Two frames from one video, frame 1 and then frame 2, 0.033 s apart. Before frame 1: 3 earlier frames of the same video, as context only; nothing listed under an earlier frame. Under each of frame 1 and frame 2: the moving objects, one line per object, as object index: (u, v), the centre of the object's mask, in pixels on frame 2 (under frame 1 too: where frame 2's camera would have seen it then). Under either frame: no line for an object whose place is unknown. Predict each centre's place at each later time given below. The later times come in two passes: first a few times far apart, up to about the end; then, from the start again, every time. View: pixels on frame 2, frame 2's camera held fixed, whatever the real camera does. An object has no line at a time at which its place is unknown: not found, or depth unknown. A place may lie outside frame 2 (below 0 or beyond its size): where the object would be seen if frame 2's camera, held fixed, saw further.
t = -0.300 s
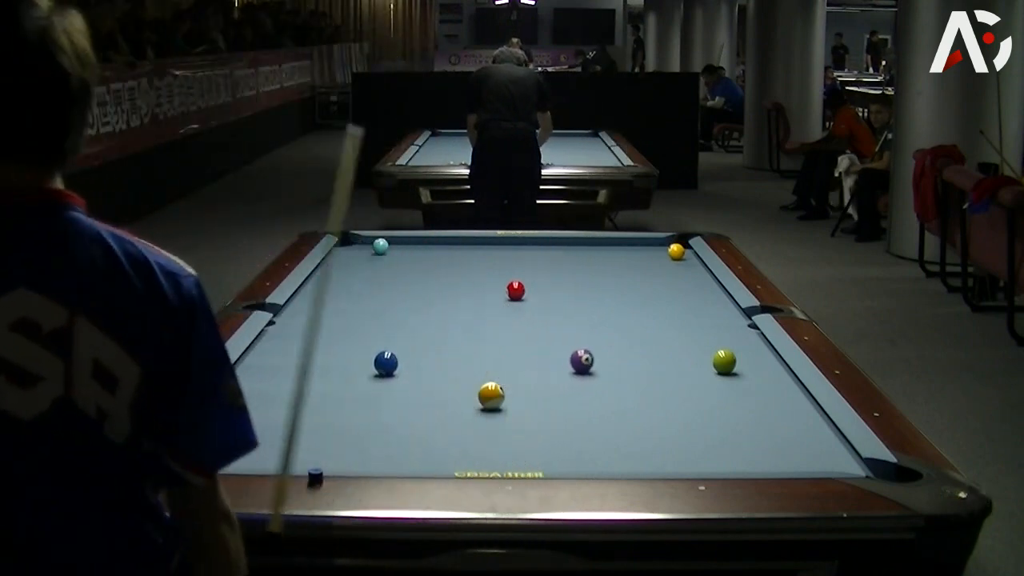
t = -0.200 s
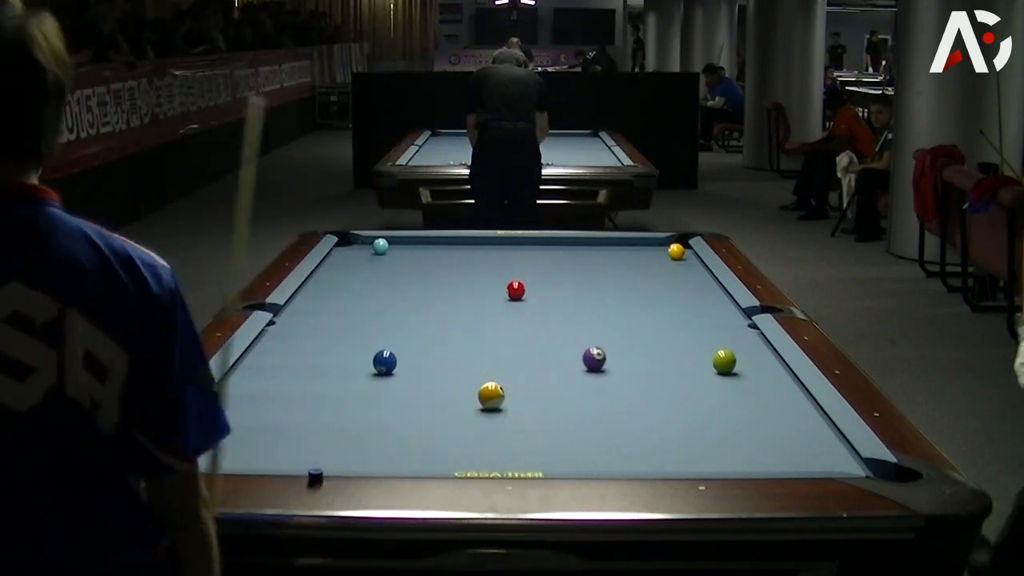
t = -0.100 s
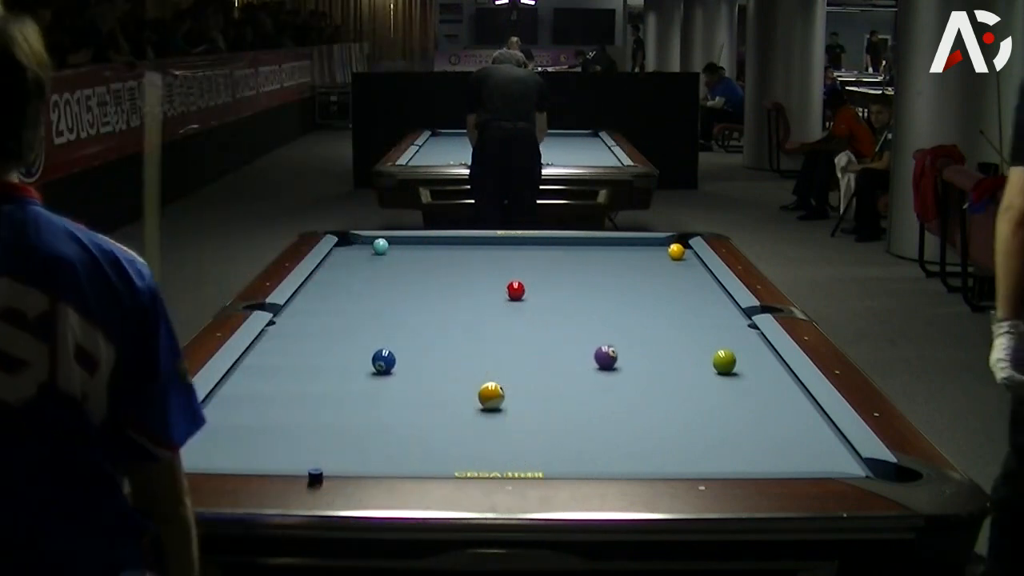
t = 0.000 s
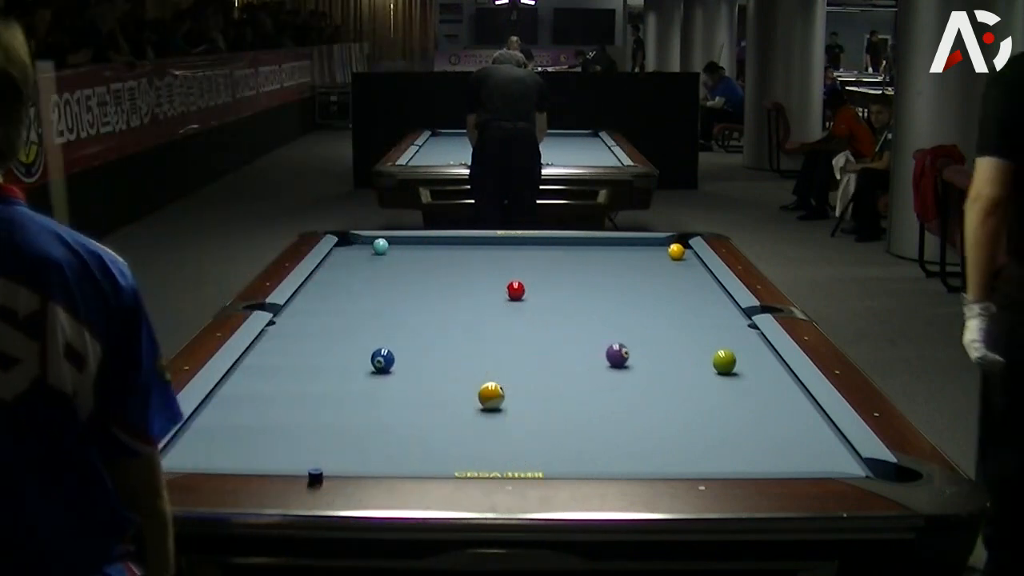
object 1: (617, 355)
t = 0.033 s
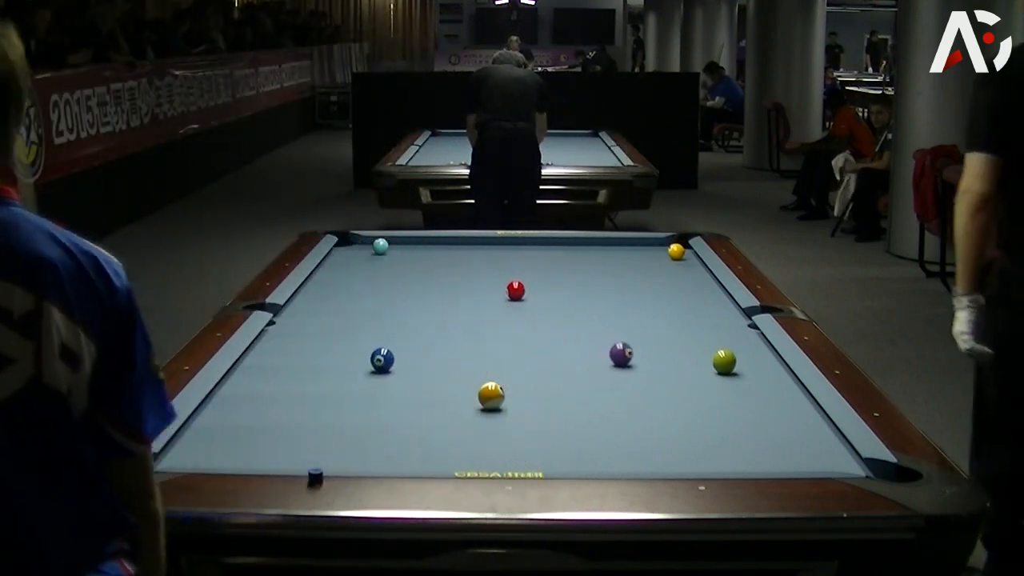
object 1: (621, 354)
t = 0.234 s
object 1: (642, 350)
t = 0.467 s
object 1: (664, 346)
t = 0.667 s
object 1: (682, 343)
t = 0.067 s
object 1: (625, 354)
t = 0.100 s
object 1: (628, 353)
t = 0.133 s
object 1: (632, 352)
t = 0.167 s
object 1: (635, 352)
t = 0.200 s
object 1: (639, 351)
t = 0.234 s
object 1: (642, 350)
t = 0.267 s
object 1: (645, 350)
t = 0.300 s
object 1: (649, 349)
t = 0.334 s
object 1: (652, 349)
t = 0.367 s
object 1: (655, 348)
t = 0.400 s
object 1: (658, 347)
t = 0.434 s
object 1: (661, 347)
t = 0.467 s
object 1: (664, 346)
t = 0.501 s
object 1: (667, 345)
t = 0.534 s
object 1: (670, 345)
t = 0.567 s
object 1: (674, 344)
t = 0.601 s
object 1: (676, 344)
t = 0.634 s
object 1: (679, 343)
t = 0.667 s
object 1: (682, 343)
